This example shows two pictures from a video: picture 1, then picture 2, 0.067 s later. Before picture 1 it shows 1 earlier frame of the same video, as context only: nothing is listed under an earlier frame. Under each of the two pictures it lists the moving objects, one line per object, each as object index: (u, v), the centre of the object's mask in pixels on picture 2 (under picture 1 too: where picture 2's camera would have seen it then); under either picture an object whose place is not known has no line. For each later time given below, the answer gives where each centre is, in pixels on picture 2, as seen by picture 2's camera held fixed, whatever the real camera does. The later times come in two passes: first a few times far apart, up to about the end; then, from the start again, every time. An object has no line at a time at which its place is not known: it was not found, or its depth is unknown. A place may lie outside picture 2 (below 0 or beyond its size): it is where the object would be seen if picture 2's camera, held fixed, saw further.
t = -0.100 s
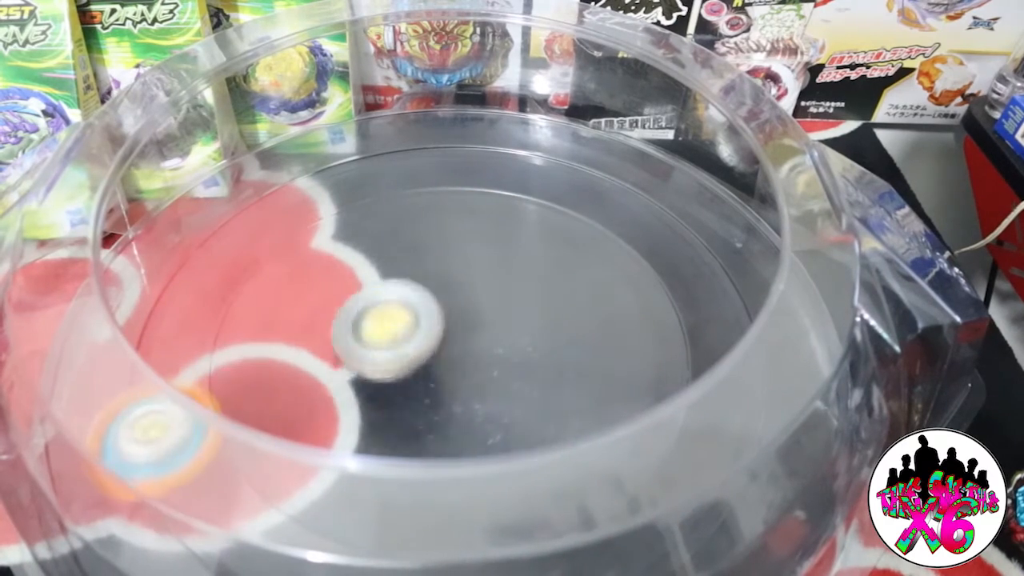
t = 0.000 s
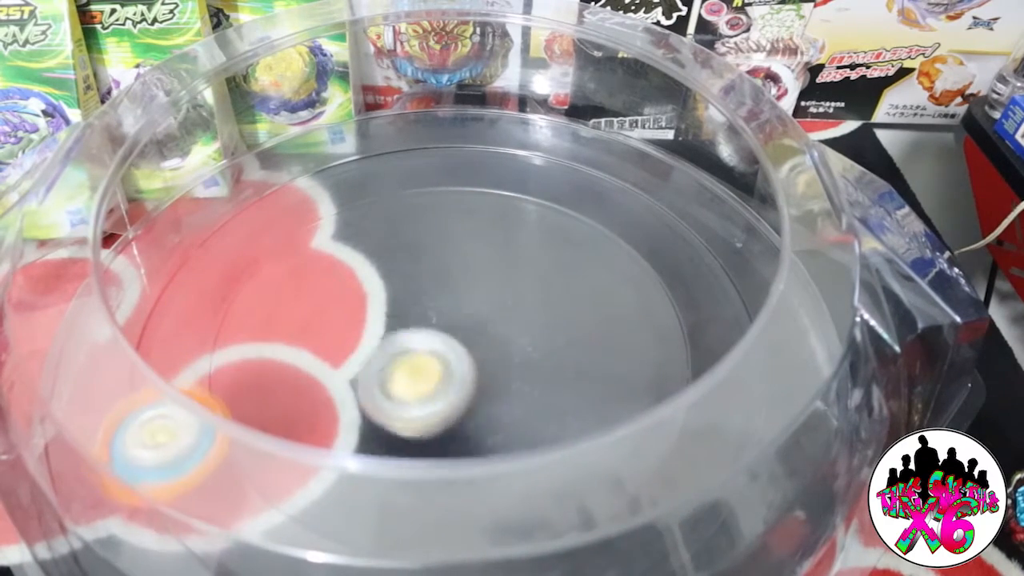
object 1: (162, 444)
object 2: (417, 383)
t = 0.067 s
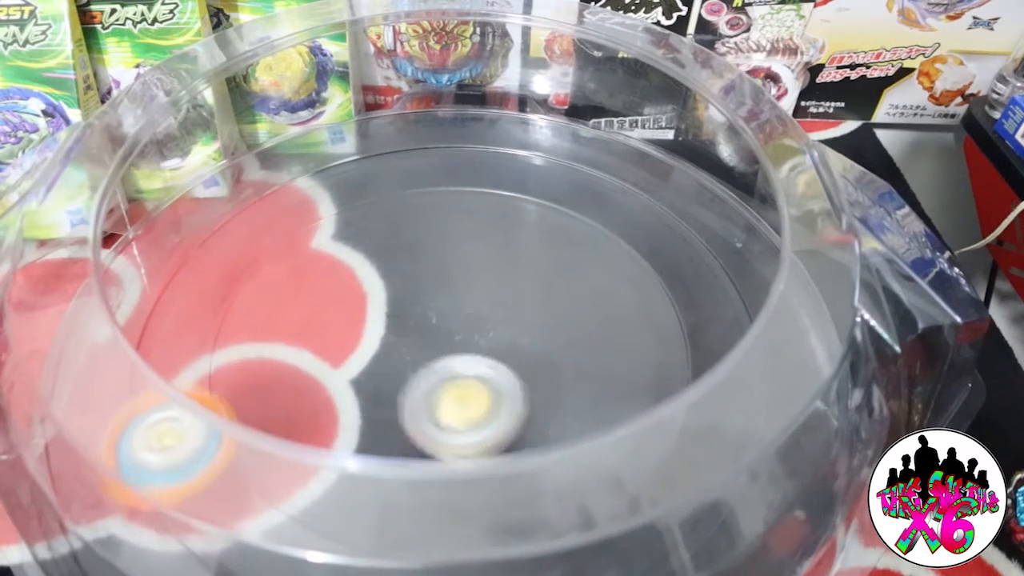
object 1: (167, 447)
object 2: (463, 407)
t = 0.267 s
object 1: (195, 450)
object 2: (575, 383)
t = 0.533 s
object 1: (246, 445)
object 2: (490, 299)
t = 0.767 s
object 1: (444, 425)
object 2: (375, 343)
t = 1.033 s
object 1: (549, 219)
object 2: (411, 418)
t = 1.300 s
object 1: (371, 143)
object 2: (483, 325)
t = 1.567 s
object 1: (322, 156)
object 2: (377, 281)
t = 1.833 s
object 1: (288, 169)
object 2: (362, 357)
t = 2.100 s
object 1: (265, 186)
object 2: (509, 324)
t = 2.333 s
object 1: (256, 206)
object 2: (473, 250)
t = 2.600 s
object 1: (252, 240)
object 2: (399, 328)
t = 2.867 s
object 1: (379, 416)
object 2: (511, 374)
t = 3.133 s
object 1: (687, 365)
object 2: (545, 276)
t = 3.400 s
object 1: (510, 183)
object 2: (400, 318)
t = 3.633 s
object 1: (182, 319)
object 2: (416, 402)
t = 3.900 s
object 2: (520, 375)
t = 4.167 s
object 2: (422, 298)
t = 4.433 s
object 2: (341, 346)
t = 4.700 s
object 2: (466, 369)
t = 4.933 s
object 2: (481, 284)
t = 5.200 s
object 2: (390, 279)
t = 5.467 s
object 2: (460, 370)
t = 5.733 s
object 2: (539, 314)
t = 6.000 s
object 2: (433, 303)
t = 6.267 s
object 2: (426, 394)
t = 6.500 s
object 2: (512, 380)
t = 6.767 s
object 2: (433, 303)
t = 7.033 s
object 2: (352, 350)
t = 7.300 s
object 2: (468, 366)
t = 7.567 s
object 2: (470, 279)
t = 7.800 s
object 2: (393, 290)
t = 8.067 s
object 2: (459, 369)
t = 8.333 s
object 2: (532, 321)
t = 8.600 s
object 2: (431, 310)
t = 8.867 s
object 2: (420, 391)
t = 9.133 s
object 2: (502, 359)
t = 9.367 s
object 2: (428, 301)
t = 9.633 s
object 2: (363, 345)
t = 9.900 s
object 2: (474, 353)
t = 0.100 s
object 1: (171, 448)
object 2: (487, 410)
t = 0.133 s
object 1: (176, 449)
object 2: (508, 409)
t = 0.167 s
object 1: (180, 450)
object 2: (528, 404)
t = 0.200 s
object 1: (185, 450)
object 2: (547, 399)
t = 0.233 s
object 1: (190, 450)
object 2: (562, 393)
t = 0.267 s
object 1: (195, 450)
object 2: (575, 383)
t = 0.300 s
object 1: (198, 451)
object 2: (581, 371)
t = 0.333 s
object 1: (204, 450)
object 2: (583, 357)
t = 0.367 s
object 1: (208, 450)
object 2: (579, 343)
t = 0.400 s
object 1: (213, 450)
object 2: (570, 329)
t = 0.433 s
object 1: (220, 448)
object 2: (555, 317)
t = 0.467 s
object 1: (226, 446)
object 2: (536, 309)
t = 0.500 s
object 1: (233, 445)
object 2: (514, 303)
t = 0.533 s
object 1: (246, 445)
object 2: (490, 299)
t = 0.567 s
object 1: (268, 444)
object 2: (465, 300)
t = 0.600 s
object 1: (290, 444)
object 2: (444, 301)
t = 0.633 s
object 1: (320, 445)
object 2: (425, 306)
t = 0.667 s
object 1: (355, 446)
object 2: (408, 313)
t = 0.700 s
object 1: (385, 445)
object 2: (394, 321)
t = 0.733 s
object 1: (416, 443)
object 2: (383, 332)
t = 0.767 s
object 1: (444, 425)
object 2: (375, 343)
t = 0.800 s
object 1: (475, 419)
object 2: (369, 354)
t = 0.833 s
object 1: (509, 407)
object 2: (367, 365)
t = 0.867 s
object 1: (540, 385)
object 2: (366, 377)
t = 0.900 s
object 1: (562, 353)
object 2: (367, 389)
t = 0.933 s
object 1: (573, 317)
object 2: (371, 401)
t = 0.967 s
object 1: (574, 281)
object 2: (381, 408)
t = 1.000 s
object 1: (566, 248)
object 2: (395, 414)
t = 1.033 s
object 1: (549, 219)
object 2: (411, 418)
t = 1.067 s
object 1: (527, 193)
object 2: (429, 417)
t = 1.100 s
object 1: (498, 171)
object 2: (447, 414)
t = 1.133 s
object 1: (466, 157)
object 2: (465, 405)
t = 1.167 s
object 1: (437, 147)
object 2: (478, 392)
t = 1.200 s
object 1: (414, 140)
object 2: (486, 375)
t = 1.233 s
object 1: (396, 136)
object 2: (491, 357)
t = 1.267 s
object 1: (383, 137)
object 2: (489, 340)
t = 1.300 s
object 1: (371, 143)
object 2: (483, 325)
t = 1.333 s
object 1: (360, 146)
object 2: (474, 311)
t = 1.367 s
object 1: (352, 148)
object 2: (462, 299)
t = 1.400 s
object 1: (345, 150)
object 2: (450, 290)
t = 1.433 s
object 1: (340, 151)
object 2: (435, 285)
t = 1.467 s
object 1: (335, 152)
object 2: (421, 281)
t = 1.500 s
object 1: (330, 153)
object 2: (407, 279)
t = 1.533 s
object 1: (326, 154)
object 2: (392, 279)
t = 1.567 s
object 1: (322, 156)
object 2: (377, 281)
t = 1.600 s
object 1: (318, 157)
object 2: (361, 283)
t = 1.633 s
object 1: (314, 158)
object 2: (349, 289)
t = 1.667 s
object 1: (309, 161)
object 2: (337, 296)
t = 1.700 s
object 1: (305, 162)
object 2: (331, 307)
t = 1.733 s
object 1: (300, 163)
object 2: (327, 320)
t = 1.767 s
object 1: (296, 165)
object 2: (331, 332)
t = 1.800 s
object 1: (292, 168)
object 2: (344, 345)
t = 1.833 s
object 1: (288, 169)
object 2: (362, 357)
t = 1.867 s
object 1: (284, 171)
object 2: (385, 367)
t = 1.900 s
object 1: (281, 172)
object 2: (411, 372)
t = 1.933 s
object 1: (277, 174)
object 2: (434, 371)
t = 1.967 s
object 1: (274, 176)
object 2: (458, 366)
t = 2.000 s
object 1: (271, 179)
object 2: (478, 358)
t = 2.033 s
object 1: (269, 181)
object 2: (492, 348)
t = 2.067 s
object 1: (266, 183)
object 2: (504, 336)
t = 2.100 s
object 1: (265, 186)
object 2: (509, 324)
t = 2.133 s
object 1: (263, 188)
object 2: (512, 311)
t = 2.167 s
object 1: (262, 191)
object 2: (512, 299)
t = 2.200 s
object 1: (260, 193)
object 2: (508, 288)
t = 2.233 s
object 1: (259, 196)
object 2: (502, 276)
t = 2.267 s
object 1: (259, 199)
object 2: (495, 267)
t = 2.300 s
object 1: (257, 202)
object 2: (484, 258)
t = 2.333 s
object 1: (256, 206)
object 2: (473, 250)
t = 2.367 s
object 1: (255, 210)
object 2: (460, 246)
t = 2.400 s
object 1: (254, 212)
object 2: (445, 245)
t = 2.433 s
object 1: (254, 215)
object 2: (431, 250)
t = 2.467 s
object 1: (252, 220)
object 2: (417, 260)
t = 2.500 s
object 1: (252, 224)
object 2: (407, 273)
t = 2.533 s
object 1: (251, 229)
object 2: (400, 291)
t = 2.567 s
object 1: (251, 234)
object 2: (396, 309)
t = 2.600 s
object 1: (252, 240)
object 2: (399, 328)
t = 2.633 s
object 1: (255, 253)
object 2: (407, 345)
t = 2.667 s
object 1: (260, 269)
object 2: (418, 359)
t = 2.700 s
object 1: (268, 289)
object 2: (432, 369)
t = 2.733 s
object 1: (276, 313)
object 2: (447, 377)
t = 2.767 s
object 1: (288, 339)
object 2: (463, 380)
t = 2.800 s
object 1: (307, 369)
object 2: (481, 381)
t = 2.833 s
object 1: (336, 398)
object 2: (496, 379)
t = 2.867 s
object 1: (379, 416)
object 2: (511, 374)
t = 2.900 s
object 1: (430, 441)
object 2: (527, 367)
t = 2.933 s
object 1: (483, 453)
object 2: (541, 356)
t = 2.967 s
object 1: (531, 461)
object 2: (558, 339)
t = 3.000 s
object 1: (576, 457)
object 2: (569, 321)
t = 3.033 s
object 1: (618, 447)
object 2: (572, 307)
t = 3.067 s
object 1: (651, 424)
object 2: (567, 295)
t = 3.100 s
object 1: (675, 397)
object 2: (558, 284)
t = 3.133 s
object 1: (687, 365)
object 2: (545, 276)
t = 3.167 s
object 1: (688, 331)
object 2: (528, 271)
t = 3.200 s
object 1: (685, 305)
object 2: (509, 268)
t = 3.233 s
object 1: (675, 277)
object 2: (488, 269)
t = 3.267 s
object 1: (655, 251)
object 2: (466, 274)
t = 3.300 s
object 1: (630, 227)
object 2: (445, 282)
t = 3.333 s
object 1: (594, 208)
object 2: (427, 292)
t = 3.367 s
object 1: (556, 192)
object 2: (413, 304)
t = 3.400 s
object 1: (510, 183)
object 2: (400, 318)
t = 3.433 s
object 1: (460, 179)
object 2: (392, 332)
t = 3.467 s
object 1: (408, 185)
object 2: (389, 345)
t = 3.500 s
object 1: (355, 195)
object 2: (388, 359)
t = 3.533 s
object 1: (303, 215)
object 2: (390, 371)
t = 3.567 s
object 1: (254, 243)
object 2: (397, 383)
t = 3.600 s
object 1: (216, 279)
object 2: (406, 393)
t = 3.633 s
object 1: (182, 319)
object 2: (416, 402)
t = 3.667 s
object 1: (152, 357)
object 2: (429, 409)
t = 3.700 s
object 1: (122, 391)
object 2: (444, 413)
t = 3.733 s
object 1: (107, 436)
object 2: (461, 415)
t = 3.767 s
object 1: (105, 468)
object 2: (477, 414)
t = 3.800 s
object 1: (97, 504)
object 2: (493, 408)
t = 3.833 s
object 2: (506, 401)
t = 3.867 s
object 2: (516, 389)
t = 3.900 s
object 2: (520, 375)
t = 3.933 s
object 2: (520, 359)
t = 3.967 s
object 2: (514, 345)
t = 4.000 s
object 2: (504, 331)
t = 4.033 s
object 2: (490, 319)
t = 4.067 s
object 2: (473, 310)
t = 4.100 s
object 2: (456, 303)
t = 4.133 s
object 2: (439, 299)
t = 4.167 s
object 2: (422, 298)
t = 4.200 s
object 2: (408, 299)
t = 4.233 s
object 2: (395, 301)
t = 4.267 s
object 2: (382, 306)
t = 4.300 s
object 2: (369, 311)
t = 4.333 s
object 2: (359, 319)
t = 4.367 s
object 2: (351, 327)
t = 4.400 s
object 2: (343, 336)
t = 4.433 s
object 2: (341, 346)
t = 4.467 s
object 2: (345, 358)
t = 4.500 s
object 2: (354, 370)
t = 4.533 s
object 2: (367, 380)
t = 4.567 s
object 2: (386, 385)
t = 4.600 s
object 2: (408, 388)
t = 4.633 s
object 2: (428, 385)
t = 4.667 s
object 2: (449, 379)
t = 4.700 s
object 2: (466, 369)
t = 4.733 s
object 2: (479, 356)
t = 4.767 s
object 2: (489, 342)
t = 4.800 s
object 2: (493, 329)
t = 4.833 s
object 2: (494, 317)
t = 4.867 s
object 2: (492, 305)
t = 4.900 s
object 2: (487, 294)
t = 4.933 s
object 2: (481, 284)
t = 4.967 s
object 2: (472, 276)
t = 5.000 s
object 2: (461, 269)
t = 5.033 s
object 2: (448, 263)
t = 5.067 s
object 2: (436, 260)
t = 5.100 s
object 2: (423, 260)
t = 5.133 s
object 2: (411, 263)
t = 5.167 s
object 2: (399, 269)
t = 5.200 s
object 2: (390, 279)
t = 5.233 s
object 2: (384, 292)
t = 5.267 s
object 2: (383, 307)
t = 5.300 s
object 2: (386, 323)
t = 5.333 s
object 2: (395, 339)
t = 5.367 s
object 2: (407, 352)
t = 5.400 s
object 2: (425, 362)
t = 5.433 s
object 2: (441, 367)
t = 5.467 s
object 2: (460, 370)
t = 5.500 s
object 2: (477, 370)
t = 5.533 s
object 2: (492, 367)
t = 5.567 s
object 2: (505, 361)
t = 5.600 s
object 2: (517, 354)
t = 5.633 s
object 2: (527, 345)
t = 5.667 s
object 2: (534, 335)
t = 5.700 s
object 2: (539, 325)
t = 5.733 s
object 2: (539, 314)
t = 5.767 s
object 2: (536, 304)
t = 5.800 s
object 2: (528, 295)
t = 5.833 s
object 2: (516, 288)
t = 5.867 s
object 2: (501, 285)
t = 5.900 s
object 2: (483, 284)
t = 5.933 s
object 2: (465, 287)
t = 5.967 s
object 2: (447, 294)
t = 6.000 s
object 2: (433, 303)
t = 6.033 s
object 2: (421, 315)
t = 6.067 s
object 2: (411, 328)
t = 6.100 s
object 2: (405, 341)
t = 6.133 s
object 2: (403, 354)
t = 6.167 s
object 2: (405, 366)
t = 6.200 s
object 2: (409, 377)
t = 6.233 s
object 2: (417, 386)
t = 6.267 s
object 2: (426, 394)
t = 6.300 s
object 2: (437, 401)
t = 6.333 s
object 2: (449, 405)
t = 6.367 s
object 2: (464, 406)
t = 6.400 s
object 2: (478, 404)
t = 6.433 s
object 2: (493, 400)
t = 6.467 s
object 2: (505, 391)
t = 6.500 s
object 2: (512, 380)
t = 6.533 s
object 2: (515, 367)
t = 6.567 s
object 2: (513, 353)
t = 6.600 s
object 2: (507, 340)
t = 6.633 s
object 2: (495, 328)
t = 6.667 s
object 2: (481, 318)
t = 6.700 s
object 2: (465, 310)
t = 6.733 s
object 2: (449, 305)
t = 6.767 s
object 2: (433, 303)
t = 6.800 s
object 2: (417, 303)
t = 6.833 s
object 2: (401, 305)
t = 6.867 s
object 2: (387, 308)
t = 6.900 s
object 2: (376, 314)
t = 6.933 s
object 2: (366, 321)
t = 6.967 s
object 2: (359, 329)
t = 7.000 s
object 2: (353, 340)
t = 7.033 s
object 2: (352, 350)
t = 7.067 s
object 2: (356, 361)
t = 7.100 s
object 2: (365, 371)
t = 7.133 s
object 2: (379, 379)
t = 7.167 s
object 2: (396, 384)
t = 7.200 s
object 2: (416, 386)
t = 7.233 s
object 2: (435, 382)
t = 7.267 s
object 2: (453, 376)
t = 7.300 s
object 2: (468, 366)
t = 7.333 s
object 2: (480, 355)
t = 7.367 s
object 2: (487, 342)
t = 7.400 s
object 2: (491, 330)
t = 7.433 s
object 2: (492, 317)
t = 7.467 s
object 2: (490, 306)
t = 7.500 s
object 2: (485, 295)
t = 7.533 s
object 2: (478, 286)
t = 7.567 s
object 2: (470, 279)
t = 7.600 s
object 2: (460, 272)
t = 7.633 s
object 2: (449, 268)
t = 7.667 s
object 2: (436, 267)
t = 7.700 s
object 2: (424, 268)
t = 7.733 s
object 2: (412, 272)
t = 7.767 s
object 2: (401, 280)
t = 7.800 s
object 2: (393, 290)
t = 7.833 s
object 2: (389, 303)
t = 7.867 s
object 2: (389, 316)
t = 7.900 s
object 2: (393, 331)
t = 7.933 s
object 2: (402, 343)
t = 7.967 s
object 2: (414, 354)
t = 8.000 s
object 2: (428, 361)
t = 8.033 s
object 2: (443, 366)
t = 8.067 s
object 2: (459, 369)
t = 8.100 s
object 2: (474, 370)
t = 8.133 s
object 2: (488, 368)
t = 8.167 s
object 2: (501, 363)
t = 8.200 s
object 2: (512, 357)
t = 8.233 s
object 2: (521, 349)
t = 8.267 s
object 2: (527, 340)
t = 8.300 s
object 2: (532, 331)
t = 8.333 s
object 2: (532, 321)
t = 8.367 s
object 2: (529, 311)
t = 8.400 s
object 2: (520, 302)
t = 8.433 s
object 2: (508, 296)
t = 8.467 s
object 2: (493, 293)
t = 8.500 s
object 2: (477, 293)
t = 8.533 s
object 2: (460, 296)
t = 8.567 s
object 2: (444, 302)
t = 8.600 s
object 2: (431, 310)
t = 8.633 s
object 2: (419, 321)
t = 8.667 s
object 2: (410, 333)
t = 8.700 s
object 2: (404, 344)
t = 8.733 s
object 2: (402, 355)
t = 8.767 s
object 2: (403, 366)
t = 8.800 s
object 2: (406, 376)
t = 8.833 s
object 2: (412, 384)
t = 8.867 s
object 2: (420, 391)
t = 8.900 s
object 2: (430, 397)
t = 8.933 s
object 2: (442, 401)
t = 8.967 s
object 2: (457, 402)
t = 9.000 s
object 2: (471, 399)
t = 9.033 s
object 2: (483, 393)
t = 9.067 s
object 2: (494, 383)
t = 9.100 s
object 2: (500, 371)
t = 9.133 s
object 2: (502, 359)
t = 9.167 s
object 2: (499, 346)
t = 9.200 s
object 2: (492, 334)
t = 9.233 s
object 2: (482, 324)
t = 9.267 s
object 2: (470, 315)
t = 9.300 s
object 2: (456, 308)
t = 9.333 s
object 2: (442, 303)
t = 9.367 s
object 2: (428, 301)
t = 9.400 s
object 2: (414, 300)
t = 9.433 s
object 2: (402, 301)
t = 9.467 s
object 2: (390, 305)
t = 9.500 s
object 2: (380, 310)
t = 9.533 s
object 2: (372, 317)
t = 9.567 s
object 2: (365, 325)
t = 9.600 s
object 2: (362, 335)
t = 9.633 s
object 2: (363, 345)
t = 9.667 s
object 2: (370, 355)
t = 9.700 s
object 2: (380, 365)
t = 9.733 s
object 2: (396, 371)
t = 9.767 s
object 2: (414, 374)
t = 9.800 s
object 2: (431, 373)
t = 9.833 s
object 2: (448, 370)
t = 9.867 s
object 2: (464, 363)
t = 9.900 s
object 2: (474, 353)
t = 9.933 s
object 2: (471, 335)
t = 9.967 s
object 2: (468, 318)
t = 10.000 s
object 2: (462, 304)
